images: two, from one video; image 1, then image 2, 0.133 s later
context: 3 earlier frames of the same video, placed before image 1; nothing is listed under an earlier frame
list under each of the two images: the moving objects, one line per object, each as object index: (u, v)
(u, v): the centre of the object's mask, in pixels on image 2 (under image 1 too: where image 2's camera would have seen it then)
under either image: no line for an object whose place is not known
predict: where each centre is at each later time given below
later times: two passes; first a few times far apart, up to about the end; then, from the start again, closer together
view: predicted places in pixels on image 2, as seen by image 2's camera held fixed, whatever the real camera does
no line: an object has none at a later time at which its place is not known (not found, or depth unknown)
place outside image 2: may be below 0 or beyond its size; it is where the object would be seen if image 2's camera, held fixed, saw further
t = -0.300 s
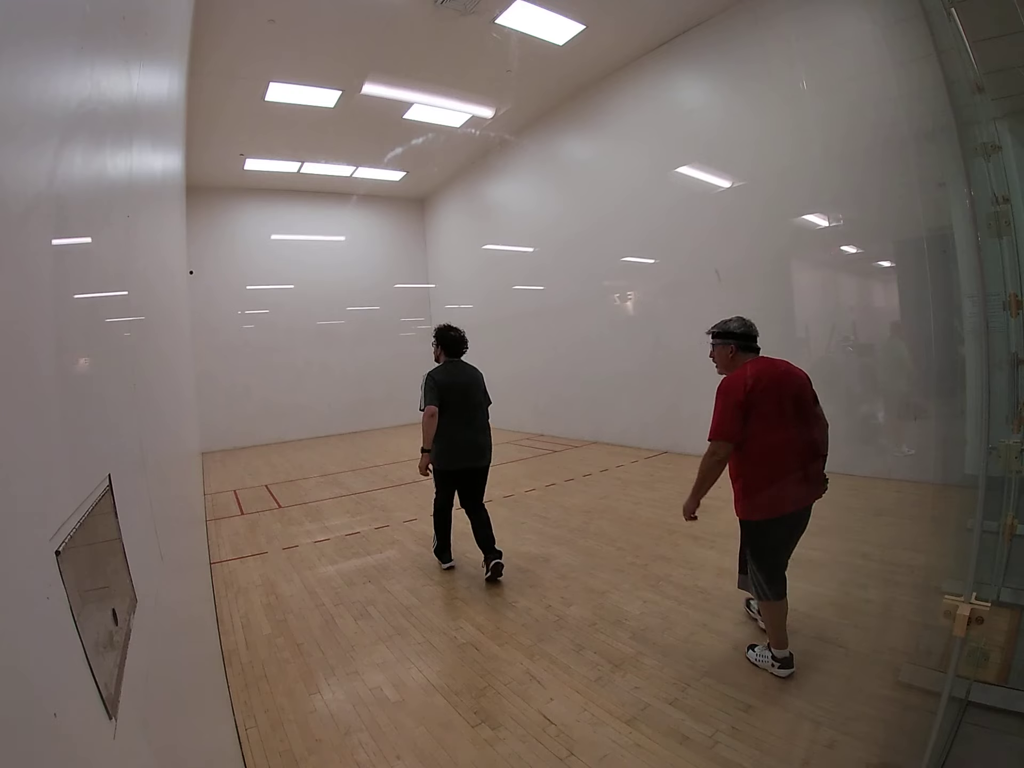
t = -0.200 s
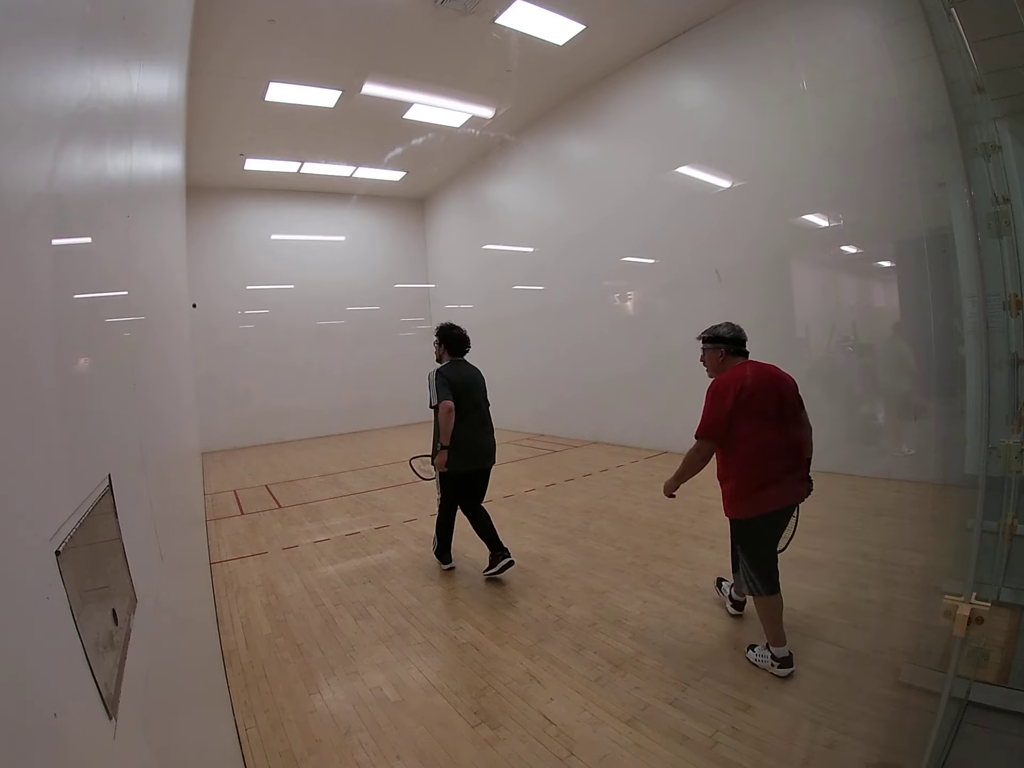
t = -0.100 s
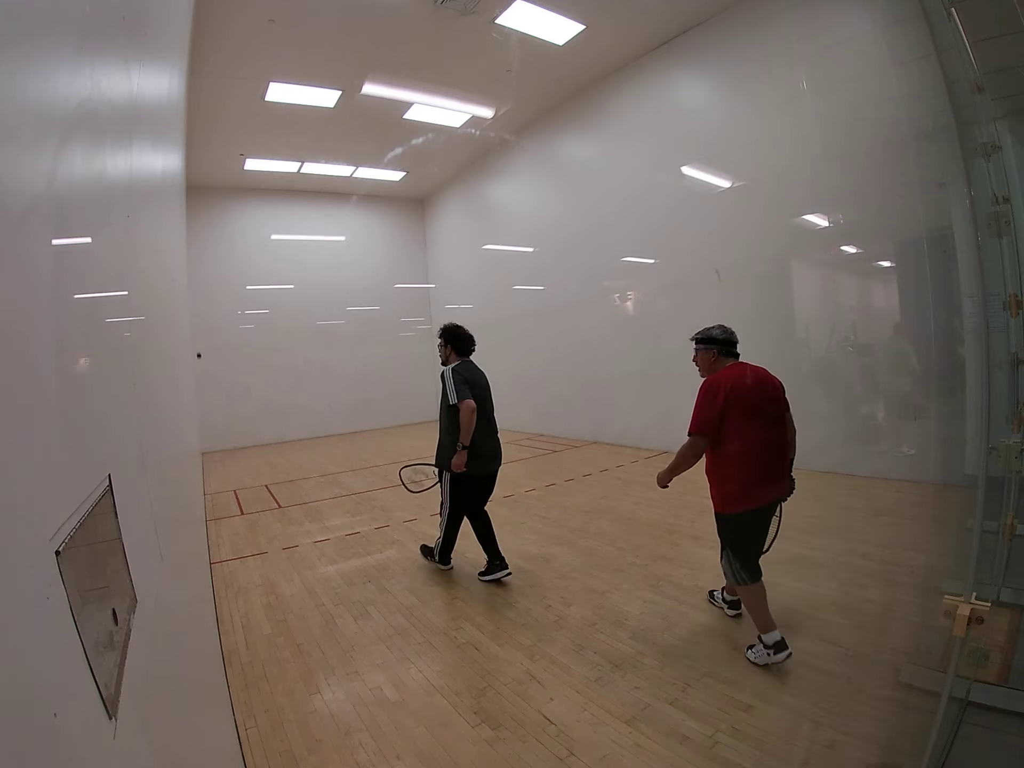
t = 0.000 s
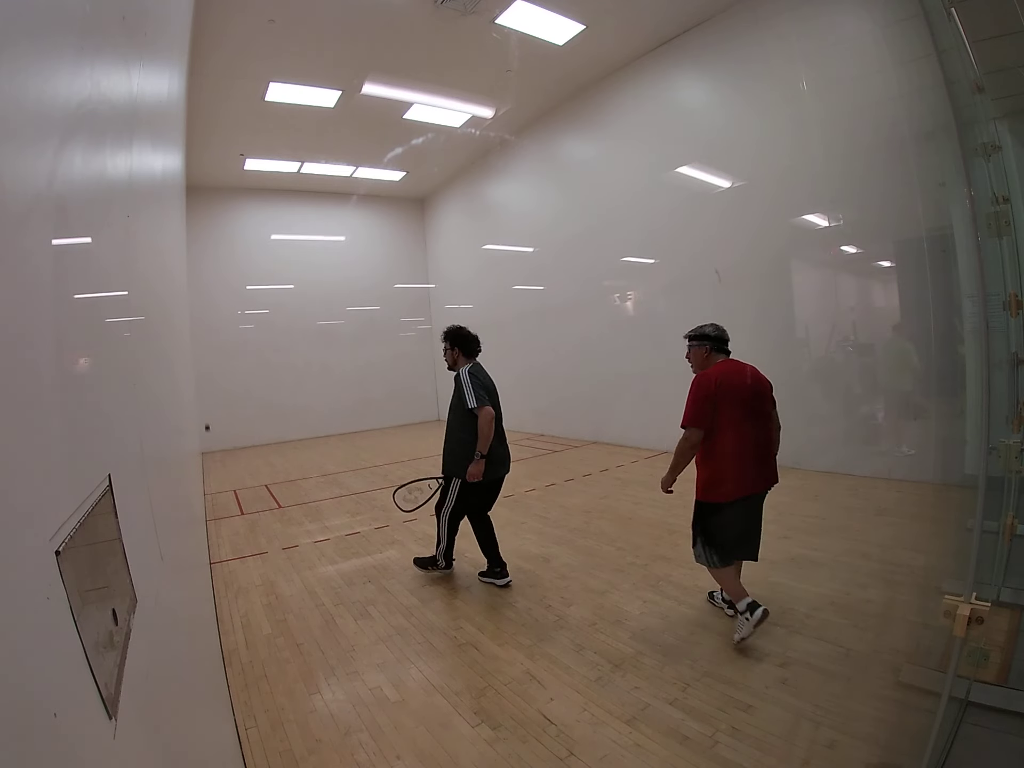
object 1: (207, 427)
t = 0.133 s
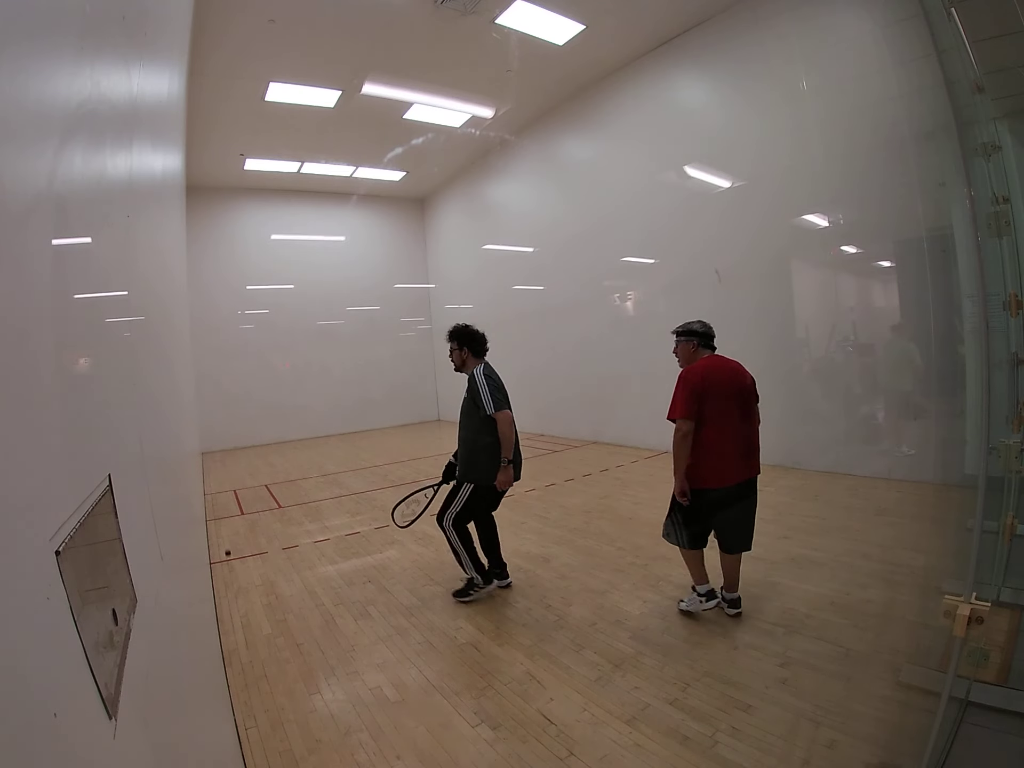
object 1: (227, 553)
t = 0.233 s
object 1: (219, 489)
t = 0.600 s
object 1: (214, 229)
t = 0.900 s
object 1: (266, 2)
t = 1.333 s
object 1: (299, 204)
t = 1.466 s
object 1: (269, 450)
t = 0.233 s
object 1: (219, 489)
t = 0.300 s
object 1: (214, 445)
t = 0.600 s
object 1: (214, 229)
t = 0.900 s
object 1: (266, 2)
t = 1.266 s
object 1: (353, 21)
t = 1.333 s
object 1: (299, 204)
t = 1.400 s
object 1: (277, 345)
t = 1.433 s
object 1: (272, 400)
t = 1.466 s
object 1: (269, 450)
